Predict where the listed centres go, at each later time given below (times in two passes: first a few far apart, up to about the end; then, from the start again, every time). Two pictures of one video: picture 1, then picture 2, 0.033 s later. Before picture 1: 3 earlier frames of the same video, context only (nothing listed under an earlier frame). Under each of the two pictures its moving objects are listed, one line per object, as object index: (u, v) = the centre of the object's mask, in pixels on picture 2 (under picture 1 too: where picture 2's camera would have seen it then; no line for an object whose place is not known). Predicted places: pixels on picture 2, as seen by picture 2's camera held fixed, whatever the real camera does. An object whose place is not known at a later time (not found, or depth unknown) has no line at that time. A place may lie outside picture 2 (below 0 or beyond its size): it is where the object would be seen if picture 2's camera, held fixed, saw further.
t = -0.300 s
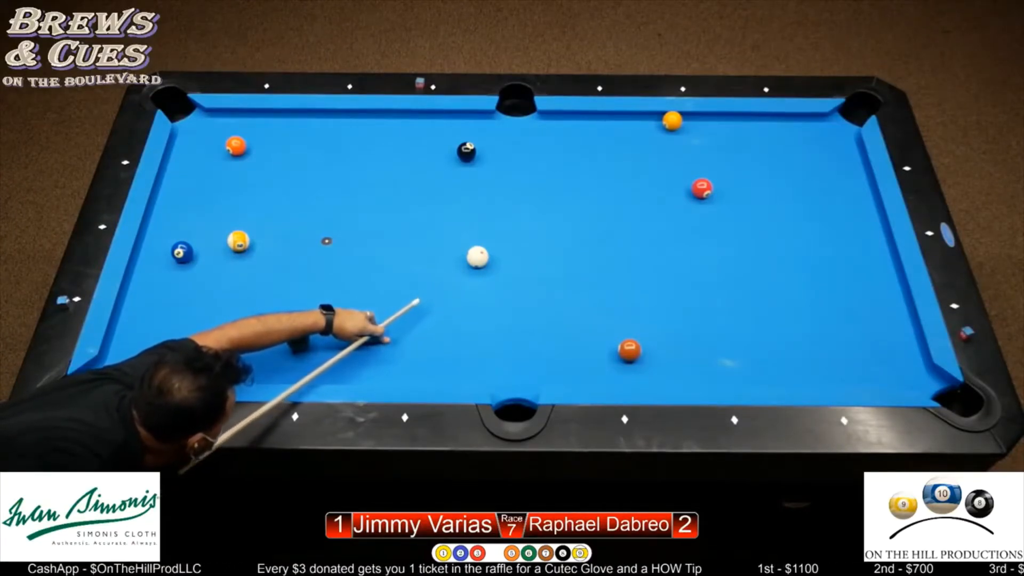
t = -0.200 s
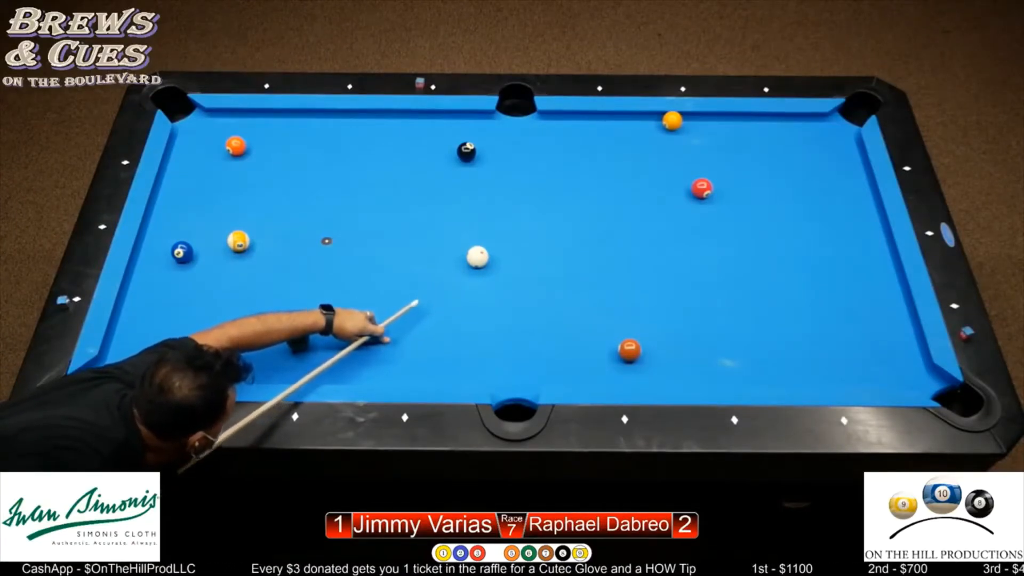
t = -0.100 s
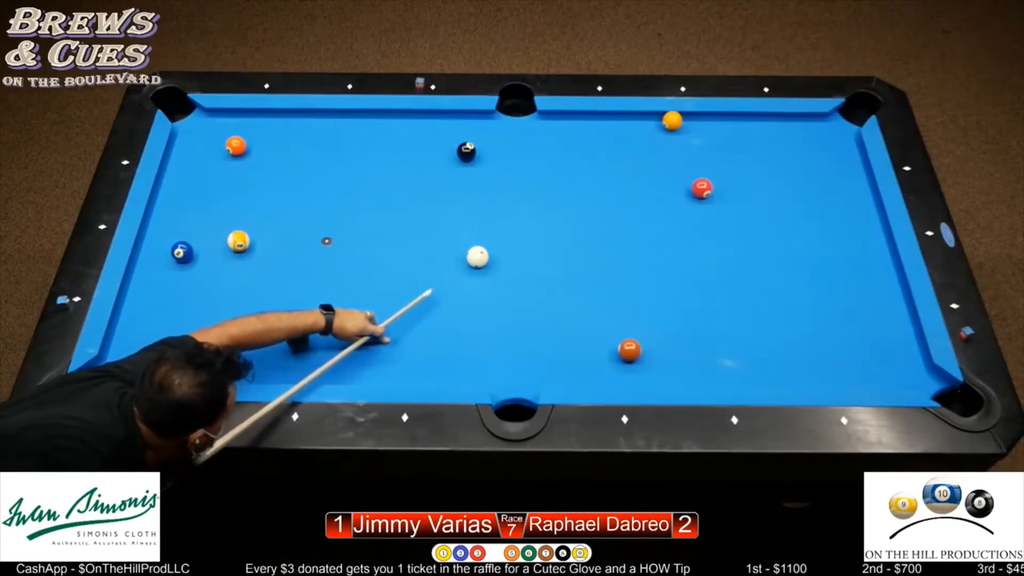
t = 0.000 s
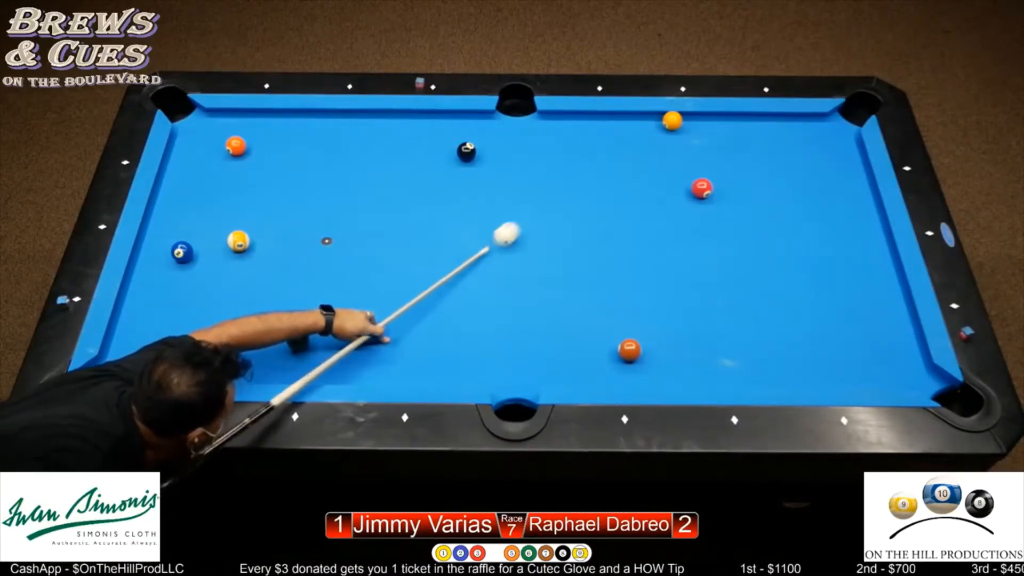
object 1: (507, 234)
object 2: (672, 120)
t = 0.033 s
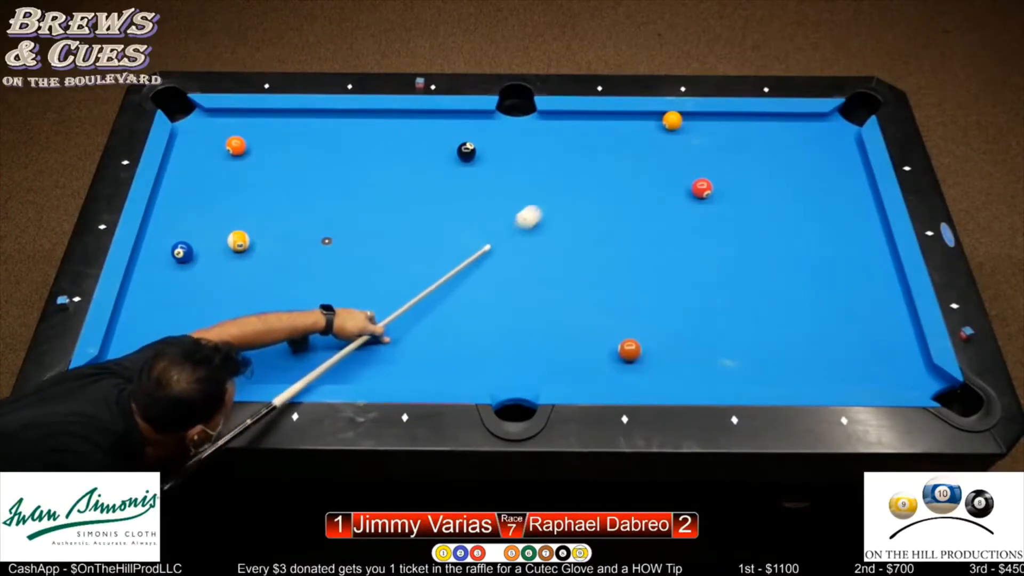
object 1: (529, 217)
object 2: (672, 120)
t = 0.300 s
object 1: (650, 120)
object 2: (685, 121)
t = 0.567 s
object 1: (608, 171)
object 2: (787, 123)
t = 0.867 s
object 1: (558, 227)
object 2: (848, 113)
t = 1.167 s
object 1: (504, 288)
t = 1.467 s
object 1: (446, 352)
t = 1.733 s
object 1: (412, 360)
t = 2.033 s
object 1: (389, 329)
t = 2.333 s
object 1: (369, 302)
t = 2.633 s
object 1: (352, 278)
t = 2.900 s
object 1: (338, 259)
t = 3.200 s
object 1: (324, 239)
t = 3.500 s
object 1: (311, 222)
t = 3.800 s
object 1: (299, 208)
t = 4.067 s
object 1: (290, 197)
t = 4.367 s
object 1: (281, 186)
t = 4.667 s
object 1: (274, 176)
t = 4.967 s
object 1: (268, 168)
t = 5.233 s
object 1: (264, 163)
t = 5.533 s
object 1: (260, 158)
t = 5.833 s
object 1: (258, 154)
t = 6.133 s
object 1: (257, 152)
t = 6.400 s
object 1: (256, 152)
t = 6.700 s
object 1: (256, 152)
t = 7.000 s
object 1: (256, 152)
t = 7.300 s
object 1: (256, 152)
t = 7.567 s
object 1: (256, 152)
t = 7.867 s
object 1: (256, 152)
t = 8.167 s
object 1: (256, 152)
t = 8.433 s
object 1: (256, 152)
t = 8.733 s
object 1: (256, 152)
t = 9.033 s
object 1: (256, 152)
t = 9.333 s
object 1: (256, 152)
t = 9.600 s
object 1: (256, 152)
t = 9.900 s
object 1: (256, 152)
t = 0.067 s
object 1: (550, 201)
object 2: (672, 120)
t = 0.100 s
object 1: (569, 186)
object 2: (672, 120)
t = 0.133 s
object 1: (588, 171)
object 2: (672, 120)
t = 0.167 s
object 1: (605, 159)
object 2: (672, 120)
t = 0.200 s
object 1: (621, 146)
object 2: (672, 120)
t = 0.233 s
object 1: (637, 134)
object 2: (672, 121)
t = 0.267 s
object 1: (651, 122)
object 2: (672, 120)
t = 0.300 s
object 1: (650, 120)
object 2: (685, 121)
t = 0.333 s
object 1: (645, 128)
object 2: (701, 121)
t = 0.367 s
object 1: (640, 134)
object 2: (715, 121)
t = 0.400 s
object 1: (635, 141)
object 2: (728, 121)
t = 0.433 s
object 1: (629, 147)
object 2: (740, 122)
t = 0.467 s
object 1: (624, 153)
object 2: (752, 122)
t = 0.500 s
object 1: (619, 159)
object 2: (763, 122)
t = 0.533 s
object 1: (614, 165)
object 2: (775, 122)
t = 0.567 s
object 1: (608, 171)
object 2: (787, 123)
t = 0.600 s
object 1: (603, 177)
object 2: (798, 123)
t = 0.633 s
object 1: (597, 183)
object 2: (810, 123)
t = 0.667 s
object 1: (592, 189)
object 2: (822, 123)
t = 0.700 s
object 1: (586, 195)
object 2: (833, 124)
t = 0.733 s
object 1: (581, 202)
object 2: (845, 124)
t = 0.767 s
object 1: (575, 208)
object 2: (854, 123)
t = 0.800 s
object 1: (569, 214)
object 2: (852, 120)
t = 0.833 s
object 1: (564, 221)
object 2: (850, 116)
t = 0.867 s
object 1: (558, 227)
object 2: (848, 113)
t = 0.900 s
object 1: (552, 234)
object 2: (848, 111)
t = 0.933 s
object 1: (546, 240)
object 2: (850, 111)
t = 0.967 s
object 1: (540, 247)
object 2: (853, 113)
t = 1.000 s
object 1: (534, 254)
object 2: (855, 117)
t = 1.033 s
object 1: (528, 261)
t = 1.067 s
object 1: (522, 267)
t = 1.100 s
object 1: (517, 274)
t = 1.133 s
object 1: (510, 281)
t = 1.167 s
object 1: (504, 288)
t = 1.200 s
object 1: (498, 295)
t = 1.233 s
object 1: (492, 302)
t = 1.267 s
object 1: (485, 309)
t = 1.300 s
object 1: (479, 316)
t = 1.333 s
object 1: (473, 323)
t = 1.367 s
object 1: (467, 330)
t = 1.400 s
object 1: (460, 338)
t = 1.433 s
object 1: (453, 345)
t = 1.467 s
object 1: (446, 352)
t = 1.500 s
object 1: (440, 360)
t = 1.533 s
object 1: (433, 367)
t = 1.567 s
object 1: (427, 374)
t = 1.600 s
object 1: (422, 375)
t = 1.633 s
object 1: (419, 371)
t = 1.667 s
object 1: (417, 367)
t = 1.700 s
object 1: (414, 364)
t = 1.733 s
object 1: (412, 360)
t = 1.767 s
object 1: (409, 356)
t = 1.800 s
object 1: (406, 353)
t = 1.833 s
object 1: (404, 350)
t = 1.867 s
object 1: (401, 346)
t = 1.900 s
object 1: (399, 343)
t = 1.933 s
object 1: (397, 339)
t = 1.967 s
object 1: (394, 336)
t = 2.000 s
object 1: (392, 333)
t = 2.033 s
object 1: (389, 329)
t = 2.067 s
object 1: (387, 326)
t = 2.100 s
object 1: (385, 323)
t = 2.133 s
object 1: (382, 320)
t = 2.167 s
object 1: (380, 317)
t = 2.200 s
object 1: (378, 314)
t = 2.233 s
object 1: (376, 311)
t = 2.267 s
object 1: (374, 308)
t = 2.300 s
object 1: (371, 305)
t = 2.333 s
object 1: (369, 302)
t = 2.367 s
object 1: (367, 299)
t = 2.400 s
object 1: (365, 297)
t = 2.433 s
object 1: (363, 294)
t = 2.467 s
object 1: (361, 291)
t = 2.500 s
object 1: (359, 288)
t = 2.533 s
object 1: (357, 286)
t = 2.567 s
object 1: (355, 283)
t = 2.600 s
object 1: (354, 280)
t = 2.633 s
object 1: (352, 278)
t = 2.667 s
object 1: (350, 276)
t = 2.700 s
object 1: (348, 273)
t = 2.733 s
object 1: (346, 270)
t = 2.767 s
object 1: (344, 268)
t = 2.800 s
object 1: (343, 266)
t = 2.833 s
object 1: (341, 263)
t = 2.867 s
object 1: (339, 261)
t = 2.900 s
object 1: (338, 259)
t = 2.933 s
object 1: (336, 256)
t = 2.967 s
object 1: (335, 254)
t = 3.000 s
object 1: (333, 252)
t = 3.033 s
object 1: (332, 249)
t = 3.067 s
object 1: (330, 247)
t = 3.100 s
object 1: (328, 245)
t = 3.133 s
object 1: (327, 243)
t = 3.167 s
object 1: (325, 241)
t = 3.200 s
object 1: (324, 239)
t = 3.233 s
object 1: (322, 237)
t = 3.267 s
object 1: (321, 235)
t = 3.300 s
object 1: (320, 233)
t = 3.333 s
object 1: (318, 231)
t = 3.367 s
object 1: (316, 230)
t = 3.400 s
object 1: (315, 228)
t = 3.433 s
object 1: (314, 226)
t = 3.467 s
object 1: (312, 224)
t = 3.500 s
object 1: (311, 222)
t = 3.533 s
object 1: (310, 221)
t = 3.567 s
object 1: (308, 219)
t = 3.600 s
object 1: (307, 217)
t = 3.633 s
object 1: (305, 216)
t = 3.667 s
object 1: (304, 214)
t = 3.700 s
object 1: (303, 213)
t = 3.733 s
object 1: (302, 211)
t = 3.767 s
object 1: (301, 209)
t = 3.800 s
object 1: (299, 208)
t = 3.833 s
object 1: (298, 207)
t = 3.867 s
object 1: (297, 205)
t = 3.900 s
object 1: (296, 203)
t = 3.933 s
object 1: (295, 202)
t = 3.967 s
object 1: (294, 201)
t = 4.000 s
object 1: (292, 199)
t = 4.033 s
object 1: (291, 198)
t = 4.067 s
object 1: (290, 197)
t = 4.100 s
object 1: (289, 195)
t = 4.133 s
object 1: (288, 194)
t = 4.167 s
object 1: (287, 193)
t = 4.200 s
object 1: (286, 192)
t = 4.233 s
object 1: (285, 190)
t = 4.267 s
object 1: (284, 189)
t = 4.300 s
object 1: (283, 188)
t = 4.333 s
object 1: (282, 187)
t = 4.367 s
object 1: (281, 186)
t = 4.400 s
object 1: (281, 185)
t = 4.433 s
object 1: (280, 183)
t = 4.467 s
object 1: (279, 182)
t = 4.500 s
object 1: (278, 181)
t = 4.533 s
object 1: (277, 180)
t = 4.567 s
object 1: (276, 179)
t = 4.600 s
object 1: (276, 178)
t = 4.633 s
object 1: (275, 177)
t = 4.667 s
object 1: (274, 176)
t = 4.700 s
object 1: (273, 175)
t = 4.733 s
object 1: (273, 174)
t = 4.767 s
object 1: (272, 174)
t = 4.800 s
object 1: (272, 173)
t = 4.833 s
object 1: (271, 172)
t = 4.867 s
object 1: (270, 171)
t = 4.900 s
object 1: (269, 170)
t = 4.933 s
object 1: (269, 169)
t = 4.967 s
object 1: (268, 168)
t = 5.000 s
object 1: (267, 168)
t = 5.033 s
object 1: (267, 167)
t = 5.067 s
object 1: (266, 166)
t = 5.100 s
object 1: (266, 166)
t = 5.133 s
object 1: (265, 165)
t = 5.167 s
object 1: (265, 164)
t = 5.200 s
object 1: (264, 164)
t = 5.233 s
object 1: (264, 163)
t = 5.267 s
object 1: (263, 162)
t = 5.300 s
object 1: (263, 162)
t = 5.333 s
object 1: (262, 161)
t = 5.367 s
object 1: (262, 161)
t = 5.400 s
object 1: (261, 160)
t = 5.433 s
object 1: (261, 160)
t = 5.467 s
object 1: (261, 159)
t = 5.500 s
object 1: (260, 158)
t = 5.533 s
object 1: (260, 158)
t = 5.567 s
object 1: (260, 157)
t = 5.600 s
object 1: (260, 157)
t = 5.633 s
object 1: (259, 156)
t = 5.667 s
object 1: (259, 156)
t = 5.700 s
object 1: (259, 156)
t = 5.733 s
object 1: (259, 155)
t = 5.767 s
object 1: (258, 155)
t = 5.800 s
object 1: (258, 155)
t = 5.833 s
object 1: (258, 154)
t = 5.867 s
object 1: (258, 154)
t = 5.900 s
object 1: (258, 154)
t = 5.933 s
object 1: (257, 154)
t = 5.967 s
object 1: (257, 153)
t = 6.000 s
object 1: (257, 153)
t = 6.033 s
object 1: (257, 153)
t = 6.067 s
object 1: (257, 153)
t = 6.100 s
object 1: (257, 153)
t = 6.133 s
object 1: (257, 152)
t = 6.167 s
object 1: (256, 152)
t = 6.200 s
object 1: (256, 152)
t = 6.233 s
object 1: (256, 152)
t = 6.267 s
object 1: (256, 152)
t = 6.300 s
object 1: (256, 152)
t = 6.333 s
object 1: (256, 152)
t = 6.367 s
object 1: (256, 152)
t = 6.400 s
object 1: (256, 152)
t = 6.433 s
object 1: (256, 152)
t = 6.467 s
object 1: (256, 152)
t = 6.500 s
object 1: (256, 152)
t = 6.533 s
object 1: (256, 152)
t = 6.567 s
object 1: (256, 152)
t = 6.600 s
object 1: (256, 152)
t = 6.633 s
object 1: (256, 152)
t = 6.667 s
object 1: (256, 152)
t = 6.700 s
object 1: (256, 152)
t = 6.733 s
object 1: (256, 152)
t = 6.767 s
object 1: (256, 152)
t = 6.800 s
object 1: (256, 152)
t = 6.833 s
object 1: (256, 152)
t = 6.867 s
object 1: (256, 152)
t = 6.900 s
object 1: (256, 152)
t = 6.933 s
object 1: (256, 152)
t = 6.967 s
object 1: (256, 152)
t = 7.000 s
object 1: (256, 152)
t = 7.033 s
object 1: (256, 152)
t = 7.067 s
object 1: (256, 152)
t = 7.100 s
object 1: (256, 152)
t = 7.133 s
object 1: (256, 152)
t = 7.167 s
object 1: (256, 152)
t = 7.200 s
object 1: (256, 152)
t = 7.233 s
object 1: (256, 152)
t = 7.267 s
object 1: (256, 152)
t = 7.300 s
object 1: (256, 152)
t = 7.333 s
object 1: (256, 152)
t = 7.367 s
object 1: (256, 152)
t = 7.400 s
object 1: (256, 152)
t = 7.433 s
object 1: (256, 152)
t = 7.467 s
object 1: (256, 152)
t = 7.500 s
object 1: (256, 152)
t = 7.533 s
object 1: (256, 152)
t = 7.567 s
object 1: (256, 152)
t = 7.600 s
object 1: (256, 152)
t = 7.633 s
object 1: (256, 152)
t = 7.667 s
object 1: (256, 152)
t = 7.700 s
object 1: (256, 152)
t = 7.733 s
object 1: (256, 152)
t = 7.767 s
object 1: (256, 152)
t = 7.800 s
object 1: (256, 152)
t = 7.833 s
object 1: (256, 152)
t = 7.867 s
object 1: (256, 152)
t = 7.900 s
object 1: (256, 152)
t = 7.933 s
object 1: (256, 152)
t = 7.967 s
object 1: (256, 152)
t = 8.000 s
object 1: (256, 152)
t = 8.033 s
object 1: (256, 152)
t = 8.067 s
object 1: (256, 152)
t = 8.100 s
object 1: (256, 152)
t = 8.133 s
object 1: (256, 152)
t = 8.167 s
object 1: (256, 152)
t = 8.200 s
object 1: (256, 152)
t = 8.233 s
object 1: (256, 152)
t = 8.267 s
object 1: (256, 152)
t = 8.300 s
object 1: (256, 152)
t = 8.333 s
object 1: (256, 152)
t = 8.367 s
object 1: (256, 152)
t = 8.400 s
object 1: (256, 152)
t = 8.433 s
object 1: (256, 152)
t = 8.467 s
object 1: (256, 152)
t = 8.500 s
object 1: (256, 152)
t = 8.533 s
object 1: (256, 152)
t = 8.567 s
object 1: (256, 152)
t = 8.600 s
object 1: (256, 152)
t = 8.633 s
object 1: (256, 152)
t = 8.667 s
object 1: (256, 152)
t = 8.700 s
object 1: (256, 152)
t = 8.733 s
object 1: (256, 152)
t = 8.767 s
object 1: (256, 152)
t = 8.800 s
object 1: (256, 152)
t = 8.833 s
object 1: (256, 152)
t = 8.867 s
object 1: (256, 152)
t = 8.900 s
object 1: (256, 152)
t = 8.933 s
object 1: (256, 152)
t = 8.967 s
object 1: (256, 152)
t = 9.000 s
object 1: (256, 152)
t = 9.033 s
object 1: (256, 152)
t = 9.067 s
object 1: (256, 152)
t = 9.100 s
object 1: (256, 152)
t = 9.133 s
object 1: (256, 152)
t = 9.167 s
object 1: (256, 152)
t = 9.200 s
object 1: (256, 152)
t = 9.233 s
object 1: (256, 152)
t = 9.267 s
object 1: (256, 152)
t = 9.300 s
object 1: (256, 152)
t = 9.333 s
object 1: (256, 152)
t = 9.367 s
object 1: (256, 152)
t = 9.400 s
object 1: (256, 152)
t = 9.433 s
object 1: (256, 152)
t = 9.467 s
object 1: (256, 152)
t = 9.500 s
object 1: (256, 152)
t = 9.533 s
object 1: (256, 152)
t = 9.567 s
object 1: (256, 152)
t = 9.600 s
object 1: (256, 152)
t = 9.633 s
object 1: (256, 152)
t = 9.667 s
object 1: (256, 152)
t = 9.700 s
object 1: (256, 152)
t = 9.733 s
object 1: (256, 152)
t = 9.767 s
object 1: (256, 152)
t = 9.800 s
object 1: (256, 152)
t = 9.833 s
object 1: (256, 152)
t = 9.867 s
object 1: (256, 152)
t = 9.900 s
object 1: (256, 152)
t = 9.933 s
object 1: (256, 152)
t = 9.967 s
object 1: (256, 152)
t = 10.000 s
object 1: (256, 152)
